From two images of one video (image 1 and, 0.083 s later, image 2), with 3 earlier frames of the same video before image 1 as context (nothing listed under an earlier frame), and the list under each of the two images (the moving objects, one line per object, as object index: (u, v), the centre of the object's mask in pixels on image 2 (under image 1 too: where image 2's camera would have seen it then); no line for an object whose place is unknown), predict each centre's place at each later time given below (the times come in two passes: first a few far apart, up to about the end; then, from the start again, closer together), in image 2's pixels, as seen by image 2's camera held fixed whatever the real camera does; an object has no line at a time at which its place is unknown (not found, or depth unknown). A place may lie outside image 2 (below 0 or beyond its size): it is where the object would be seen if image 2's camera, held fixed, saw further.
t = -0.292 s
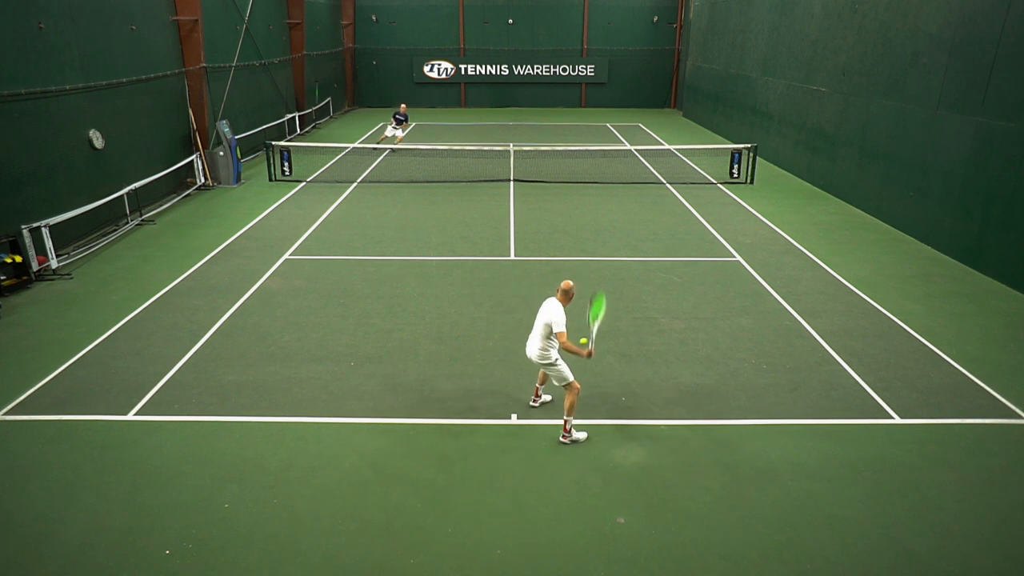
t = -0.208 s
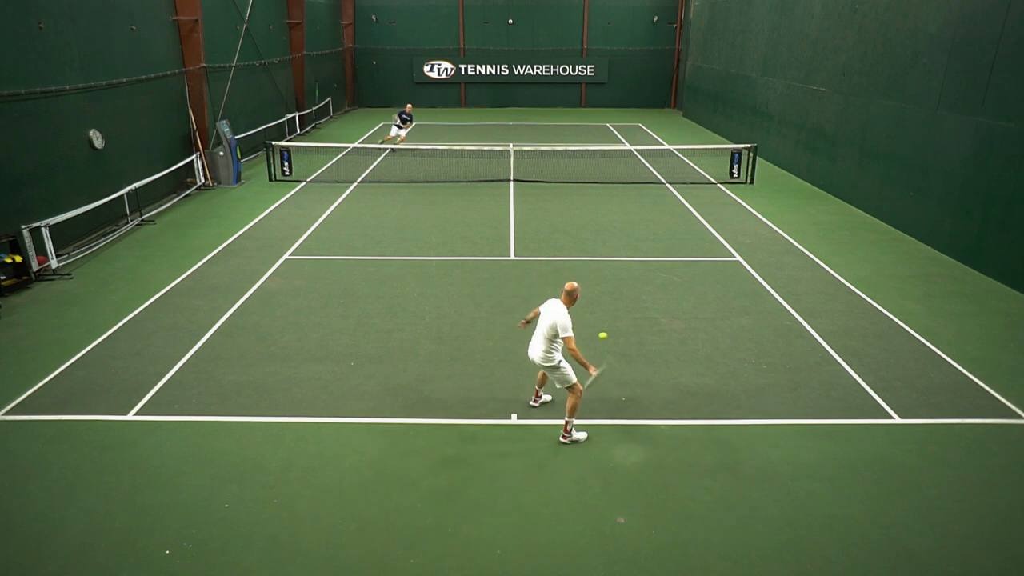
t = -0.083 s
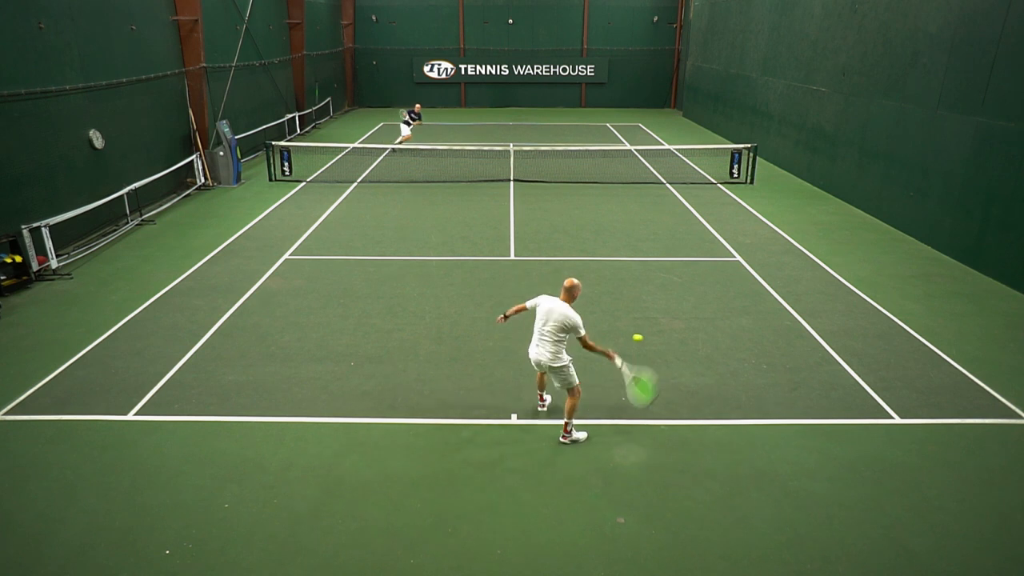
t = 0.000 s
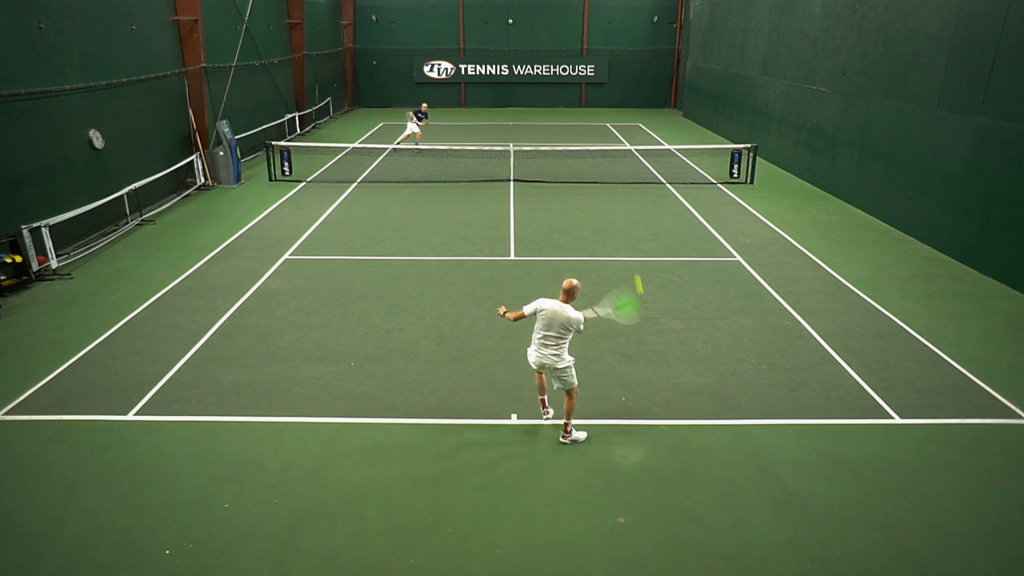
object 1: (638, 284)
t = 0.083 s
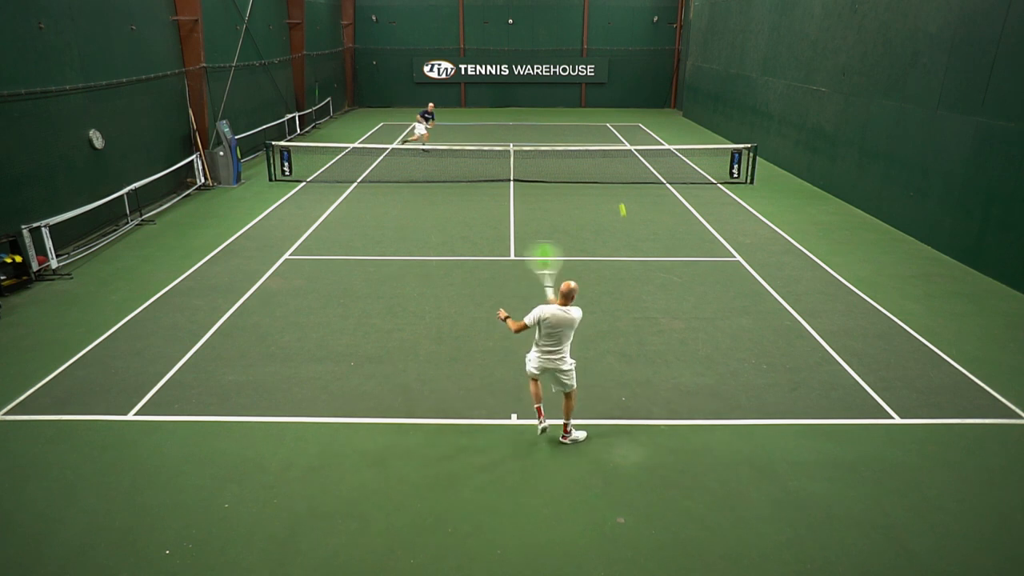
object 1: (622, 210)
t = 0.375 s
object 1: (596, 108)
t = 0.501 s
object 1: (591, 97)
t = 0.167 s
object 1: (611, 162)
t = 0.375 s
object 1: (596, 108)
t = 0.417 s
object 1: (594, 103)
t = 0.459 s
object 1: (592, 99)
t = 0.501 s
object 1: (591, 97)
